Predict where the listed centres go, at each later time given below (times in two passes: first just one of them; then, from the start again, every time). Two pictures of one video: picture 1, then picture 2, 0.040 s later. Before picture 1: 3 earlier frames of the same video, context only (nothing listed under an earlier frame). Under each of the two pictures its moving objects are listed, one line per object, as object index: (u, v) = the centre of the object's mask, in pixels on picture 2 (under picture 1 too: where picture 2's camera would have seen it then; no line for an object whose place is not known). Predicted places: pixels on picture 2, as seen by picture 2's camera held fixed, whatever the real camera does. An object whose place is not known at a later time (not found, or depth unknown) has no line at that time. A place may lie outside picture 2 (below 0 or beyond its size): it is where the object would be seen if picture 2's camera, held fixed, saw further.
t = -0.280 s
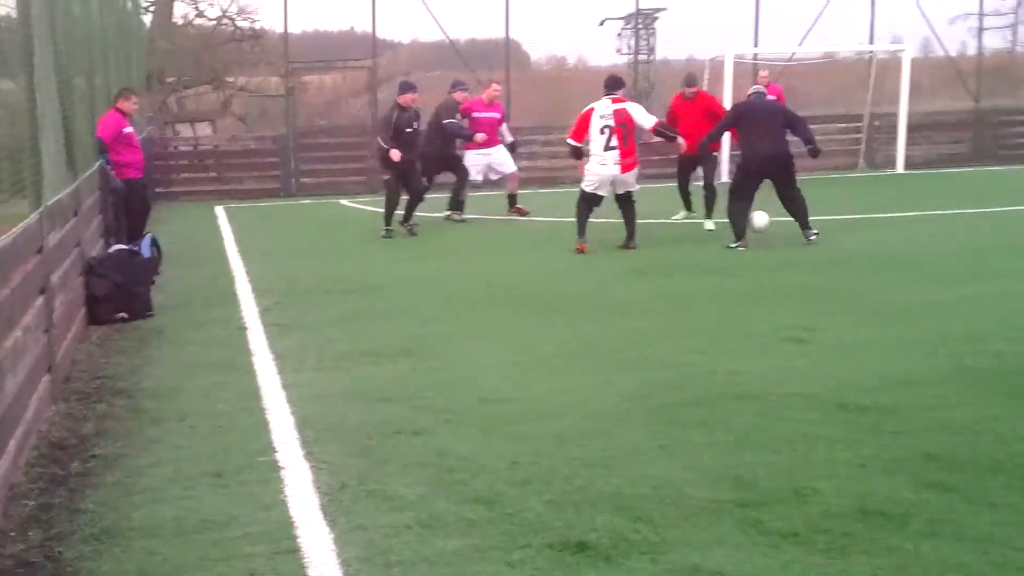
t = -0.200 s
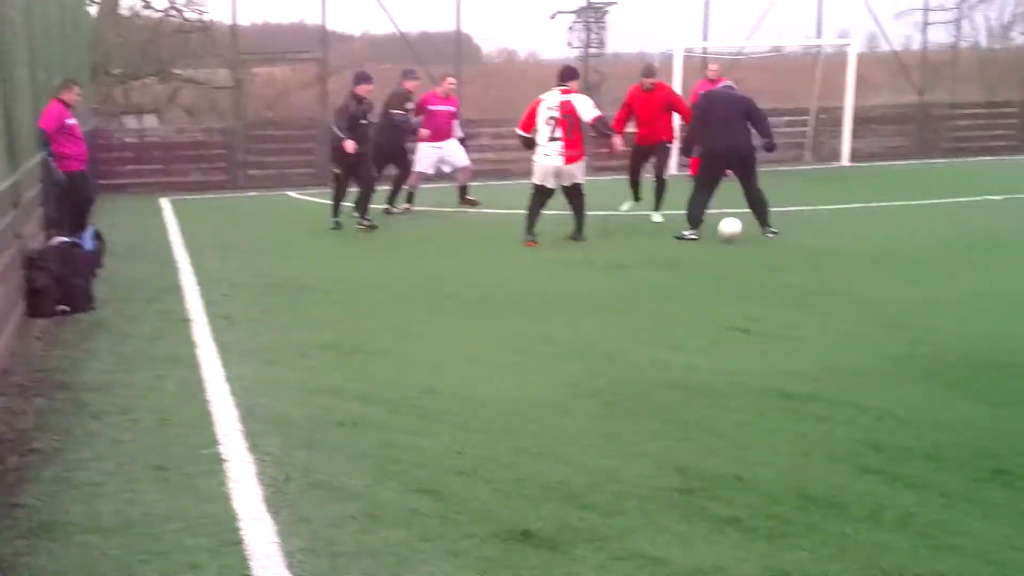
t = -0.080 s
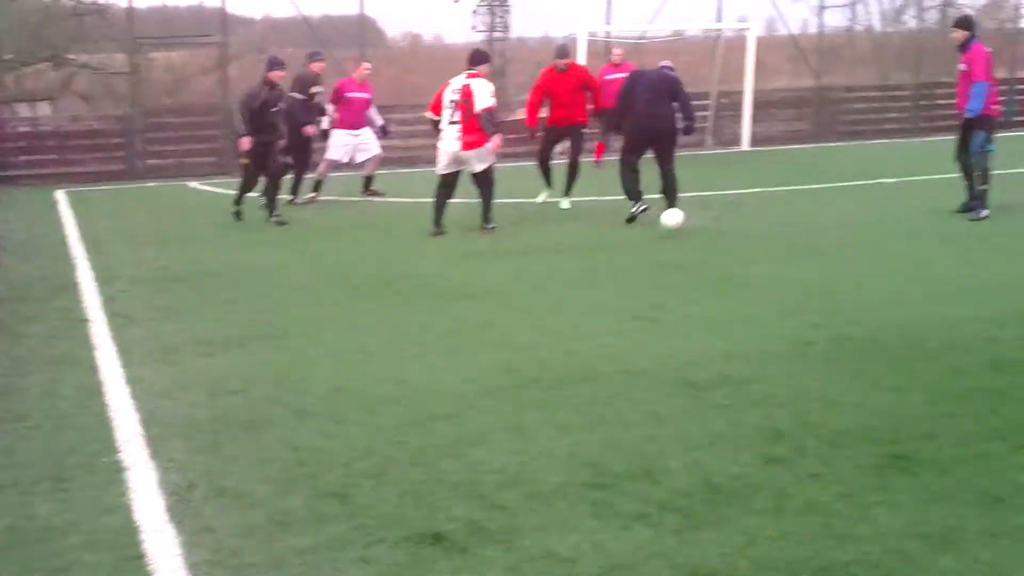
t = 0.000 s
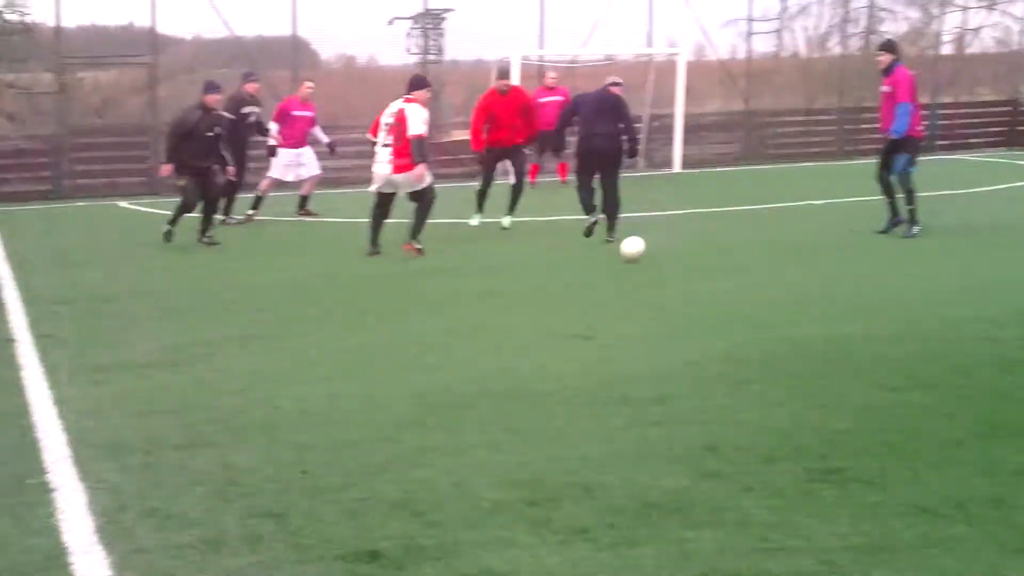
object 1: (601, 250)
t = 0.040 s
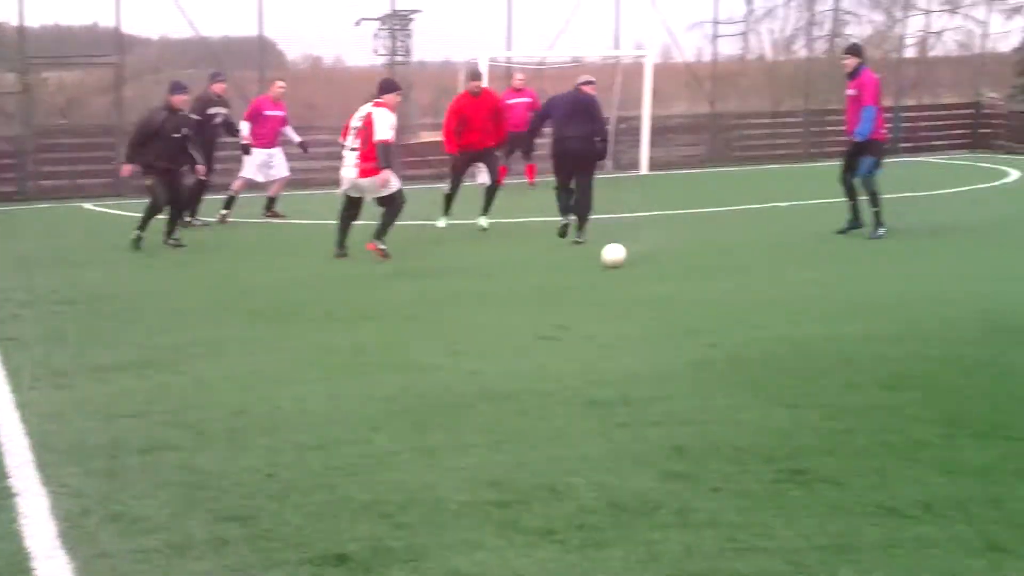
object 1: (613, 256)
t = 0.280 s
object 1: (693, 270)
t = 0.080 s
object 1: (627, 256)
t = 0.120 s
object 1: (640, 259)
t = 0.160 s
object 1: (653, 263)
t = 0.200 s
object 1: (666, 264)
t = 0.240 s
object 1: (679, 267)
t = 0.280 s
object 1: (693, 270)
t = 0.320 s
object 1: (707, 271)
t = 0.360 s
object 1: (721, 274)
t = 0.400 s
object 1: (736, 277)
